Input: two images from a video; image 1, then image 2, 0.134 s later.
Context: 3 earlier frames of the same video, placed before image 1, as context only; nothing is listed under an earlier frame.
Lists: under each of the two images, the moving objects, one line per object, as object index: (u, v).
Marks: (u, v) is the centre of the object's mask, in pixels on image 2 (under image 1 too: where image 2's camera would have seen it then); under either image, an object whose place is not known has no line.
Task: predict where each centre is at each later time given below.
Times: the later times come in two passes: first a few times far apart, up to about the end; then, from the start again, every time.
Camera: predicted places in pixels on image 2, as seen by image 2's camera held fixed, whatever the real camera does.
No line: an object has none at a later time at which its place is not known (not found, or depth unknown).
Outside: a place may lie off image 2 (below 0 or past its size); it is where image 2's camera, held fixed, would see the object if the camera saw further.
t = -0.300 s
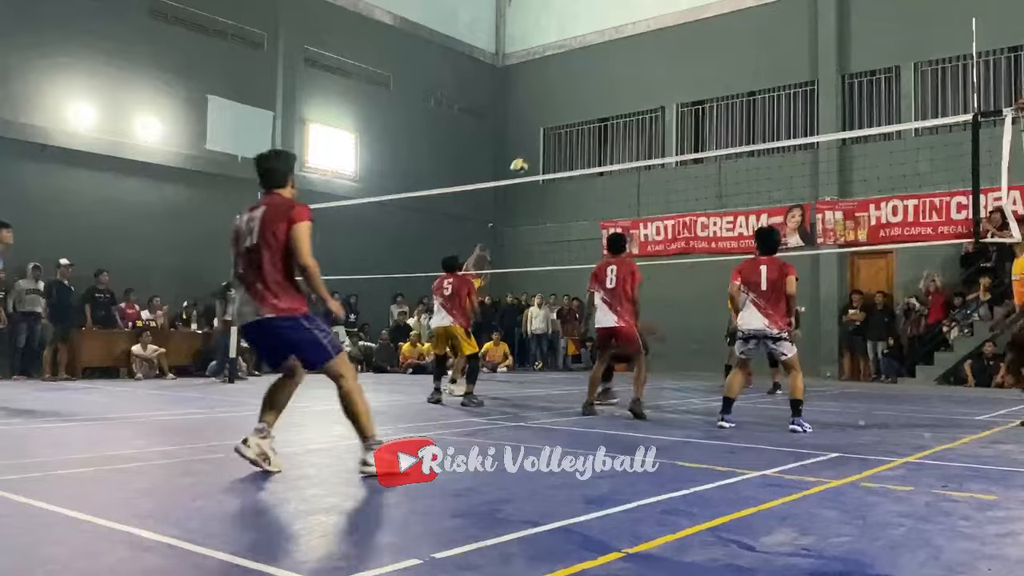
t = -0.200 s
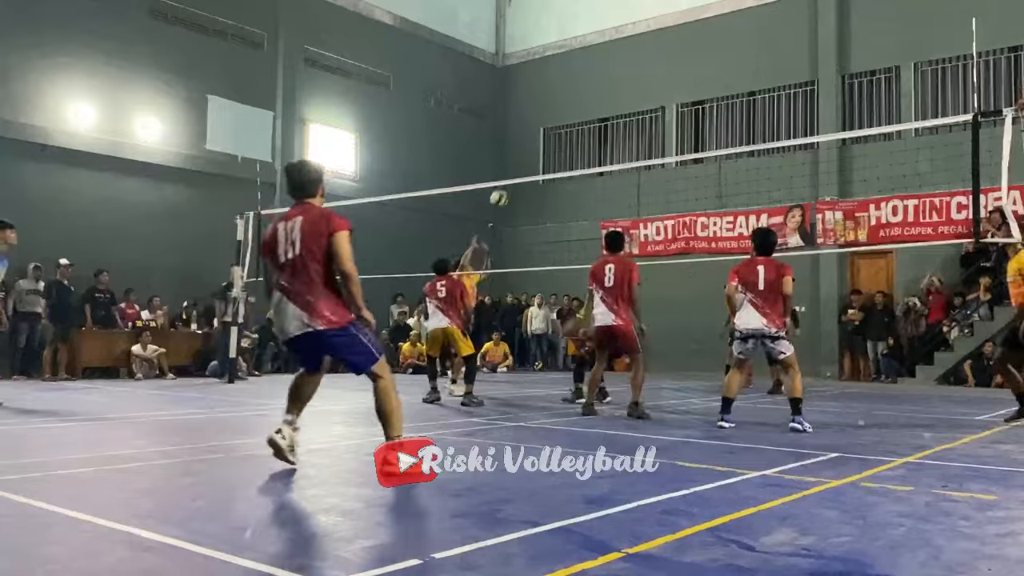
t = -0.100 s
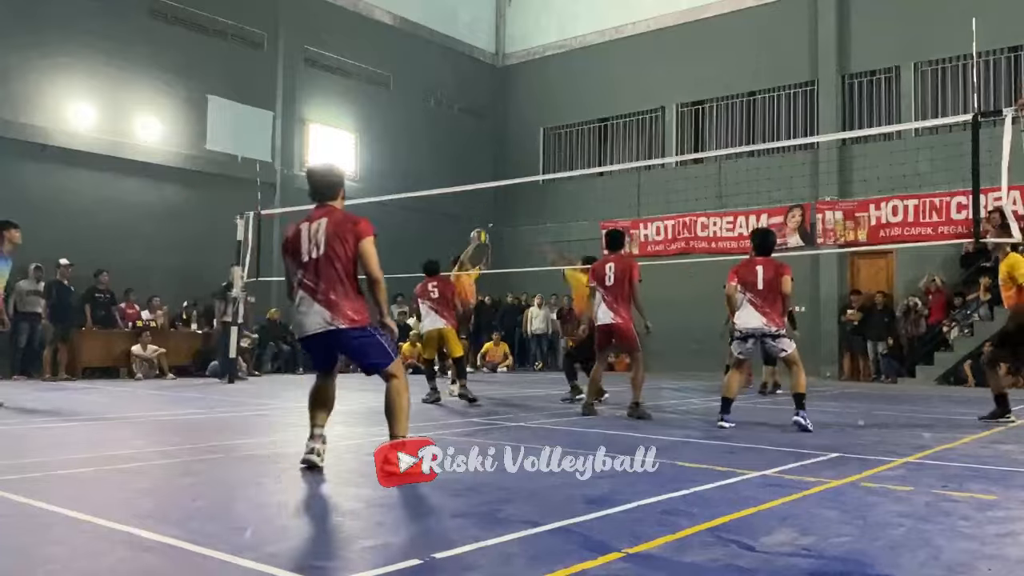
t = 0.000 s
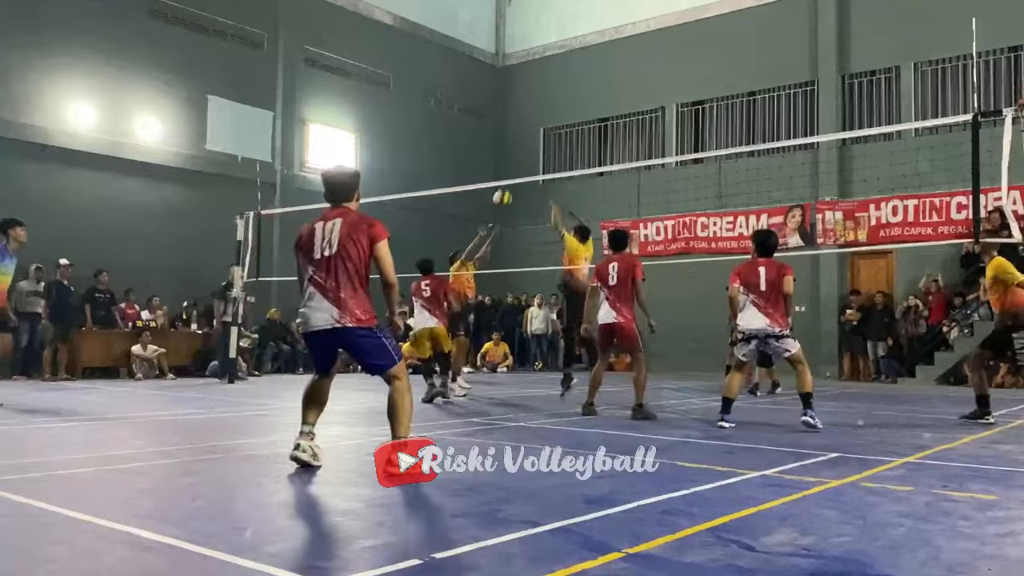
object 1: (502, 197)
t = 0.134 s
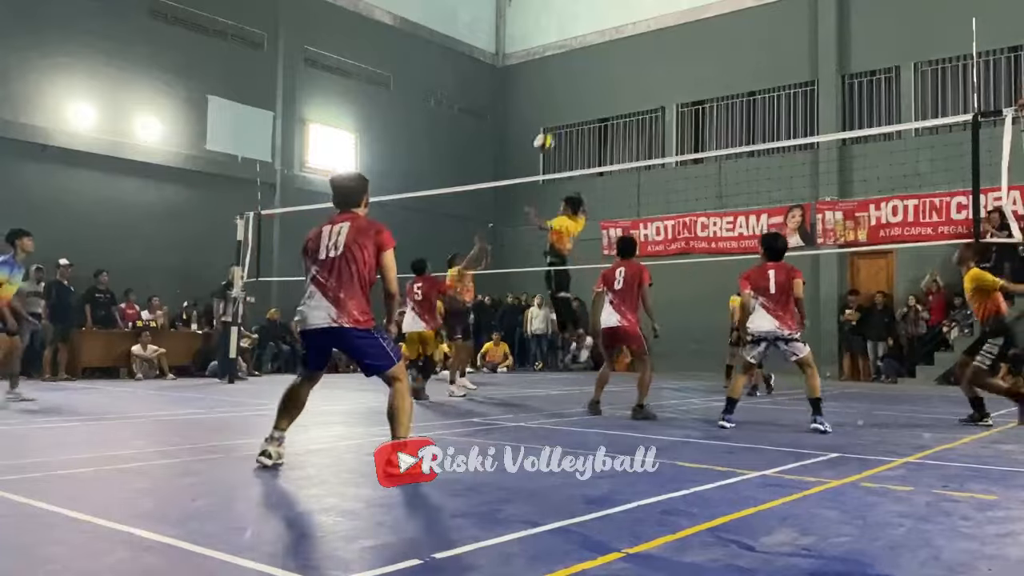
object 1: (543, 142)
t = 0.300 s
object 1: (598, 88)
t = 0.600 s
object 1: (706, 48)
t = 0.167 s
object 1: (554, 129)
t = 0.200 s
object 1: (564, 118)
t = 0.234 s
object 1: (576, 107)
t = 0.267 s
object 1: (587, 97)
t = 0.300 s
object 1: (598, 88)
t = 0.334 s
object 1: (610, 79)
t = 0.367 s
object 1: (621, 73)
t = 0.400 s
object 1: (633, 66)
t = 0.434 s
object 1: (644, 62)
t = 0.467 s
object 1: (657, 57)
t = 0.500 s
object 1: (669, 53)
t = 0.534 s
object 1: (681, 50)
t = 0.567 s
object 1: (694, 48)
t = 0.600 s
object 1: (706, 48)
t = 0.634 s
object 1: (719, 48)
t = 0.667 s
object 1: (732, 50)
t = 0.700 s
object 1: (746, 53)
